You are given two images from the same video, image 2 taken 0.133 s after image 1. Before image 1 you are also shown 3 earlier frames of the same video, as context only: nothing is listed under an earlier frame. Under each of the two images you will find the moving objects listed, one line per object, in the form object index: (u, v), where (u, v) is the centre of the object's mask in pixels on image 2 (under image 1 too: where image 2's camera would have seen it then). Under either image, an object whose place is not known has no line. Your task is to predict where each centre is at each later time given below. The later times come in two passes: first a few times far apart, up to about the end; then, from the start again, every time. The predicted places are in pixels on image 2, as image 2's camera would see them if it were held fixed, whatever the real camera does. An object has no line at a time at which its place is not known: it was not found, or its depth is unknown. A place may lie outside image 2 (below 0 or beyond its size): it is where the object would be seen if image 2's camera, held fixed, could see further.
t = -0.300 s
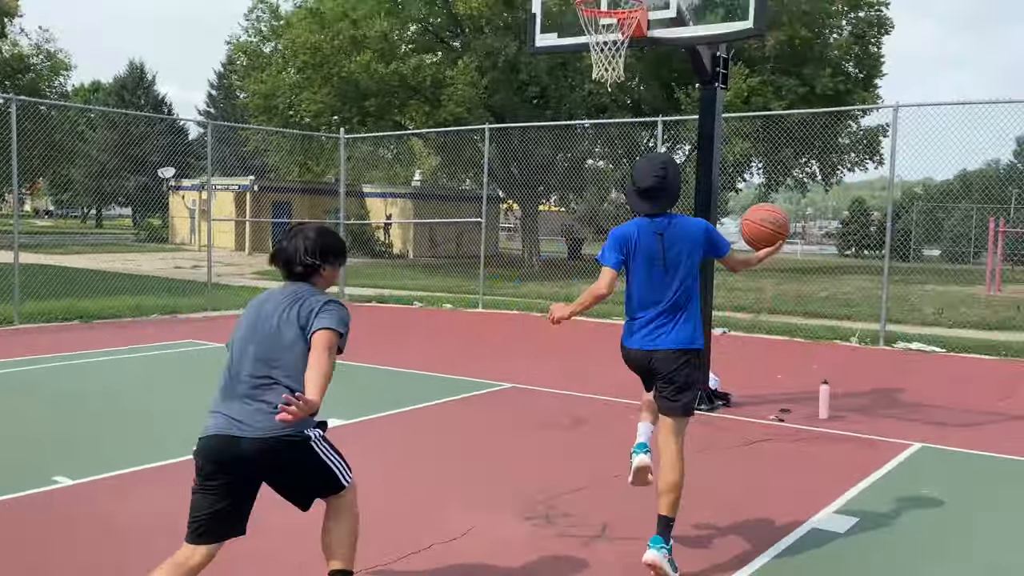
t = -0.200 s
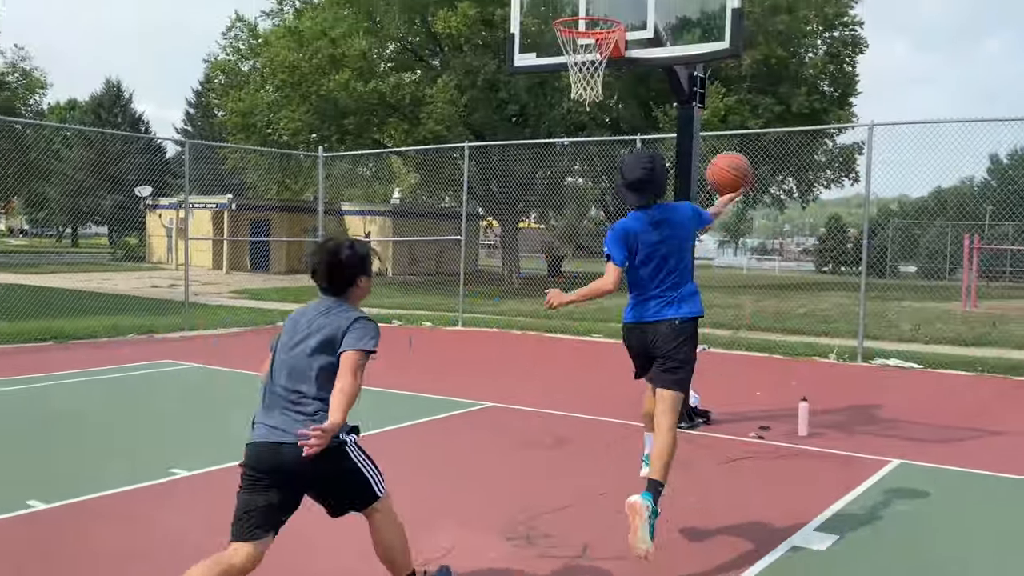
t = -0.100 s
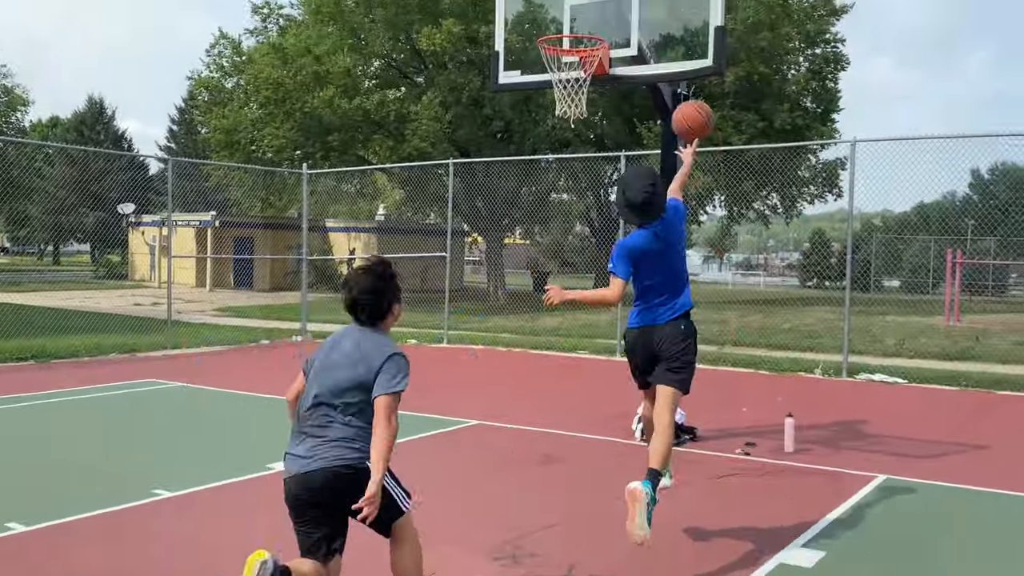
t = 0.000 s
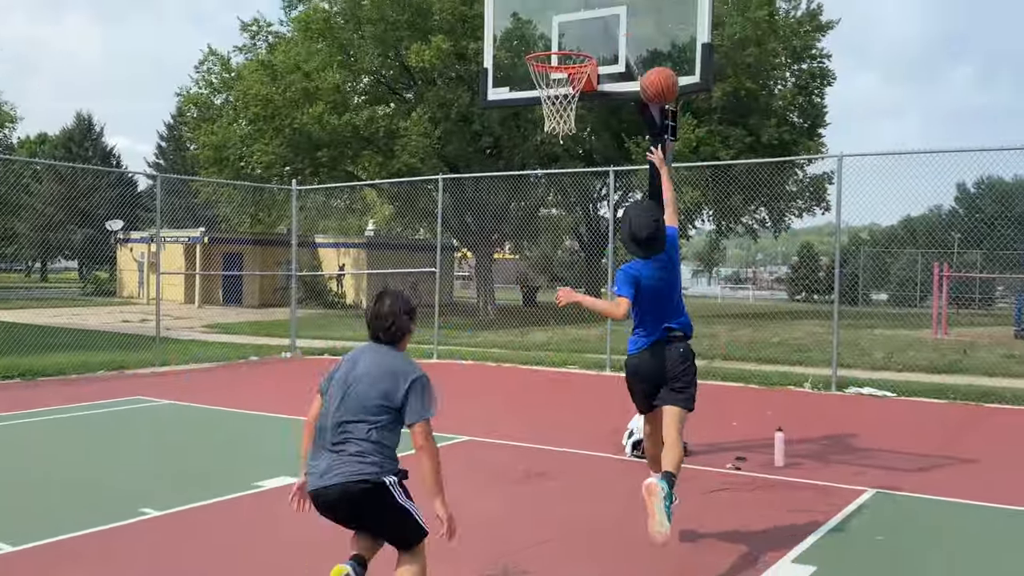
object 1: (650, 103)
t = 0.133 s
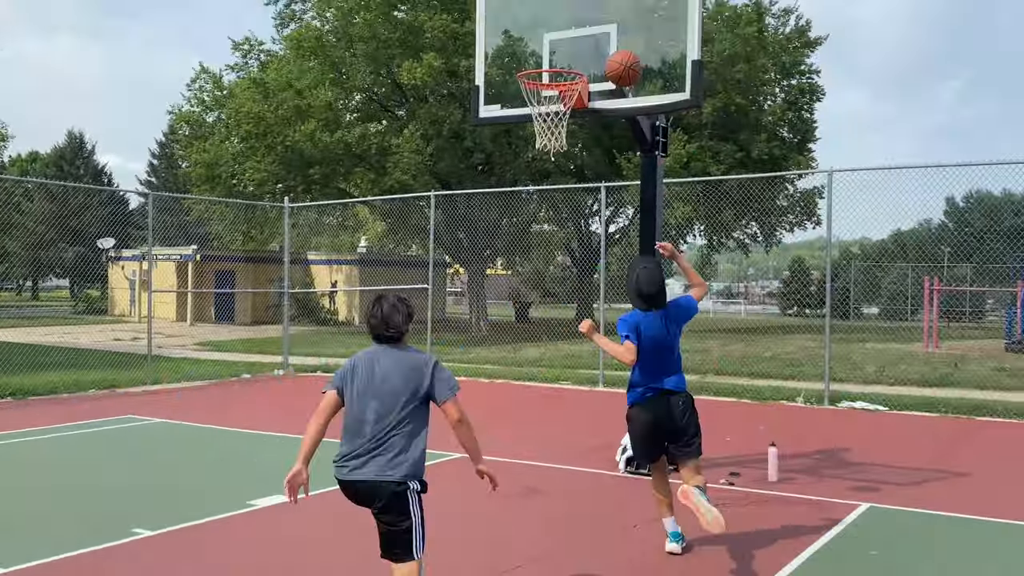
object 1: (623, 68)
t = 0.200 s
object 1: (611, 62)
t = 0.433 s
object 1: (564, 58)
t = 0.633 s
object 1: (549, 86)
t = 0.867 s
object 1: (577, 131)
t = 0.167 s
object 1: (617, 64)
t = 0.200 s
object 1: (611, 62)
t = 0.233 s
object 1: (606, 61)
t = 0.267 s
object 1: (600, 61)
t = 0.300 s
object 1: (595, 62)
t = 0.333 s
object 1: (588, 62)
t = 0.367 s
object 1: (580, 60)
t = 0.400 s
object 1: (571, 58)
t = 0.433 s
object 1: (564, 58)
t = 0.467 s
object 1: (557, 59)
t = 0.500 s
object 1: (548, 60)
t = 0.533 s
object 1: (540, 63)
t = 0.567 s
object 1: (537, 76)
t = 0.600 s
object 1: (540, 81)
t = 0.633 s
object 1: (549, 86)
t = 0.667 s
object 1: (557, 96)
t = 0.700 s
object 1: (564, 105)
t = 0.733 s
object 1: (569, 112)
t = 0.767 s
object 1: (573, 118)
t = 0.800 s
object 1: (575, 119)
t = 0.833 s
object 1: (576, 125)
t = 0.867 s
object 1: (577, 131)
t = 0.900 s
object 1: (577, 138)
